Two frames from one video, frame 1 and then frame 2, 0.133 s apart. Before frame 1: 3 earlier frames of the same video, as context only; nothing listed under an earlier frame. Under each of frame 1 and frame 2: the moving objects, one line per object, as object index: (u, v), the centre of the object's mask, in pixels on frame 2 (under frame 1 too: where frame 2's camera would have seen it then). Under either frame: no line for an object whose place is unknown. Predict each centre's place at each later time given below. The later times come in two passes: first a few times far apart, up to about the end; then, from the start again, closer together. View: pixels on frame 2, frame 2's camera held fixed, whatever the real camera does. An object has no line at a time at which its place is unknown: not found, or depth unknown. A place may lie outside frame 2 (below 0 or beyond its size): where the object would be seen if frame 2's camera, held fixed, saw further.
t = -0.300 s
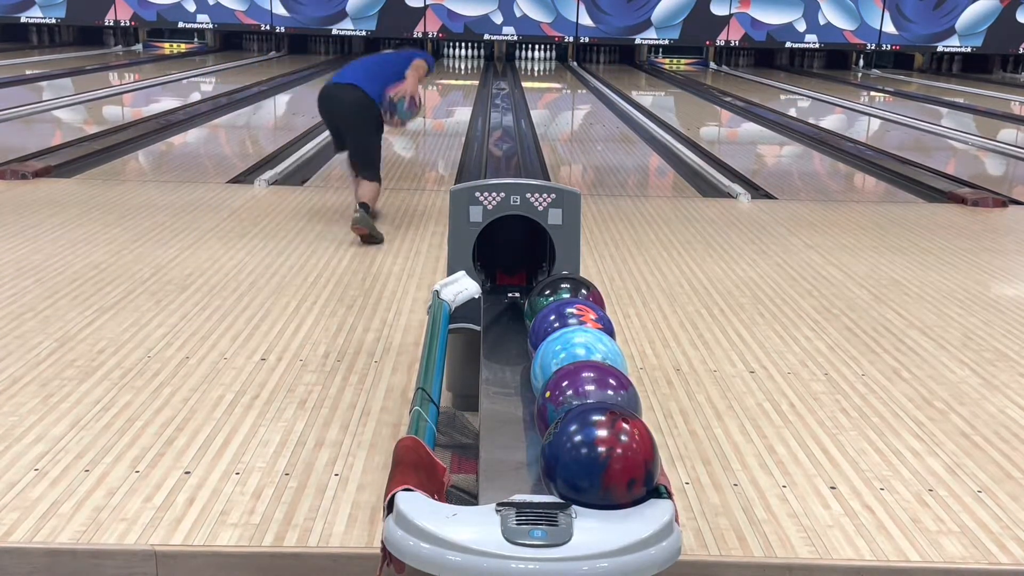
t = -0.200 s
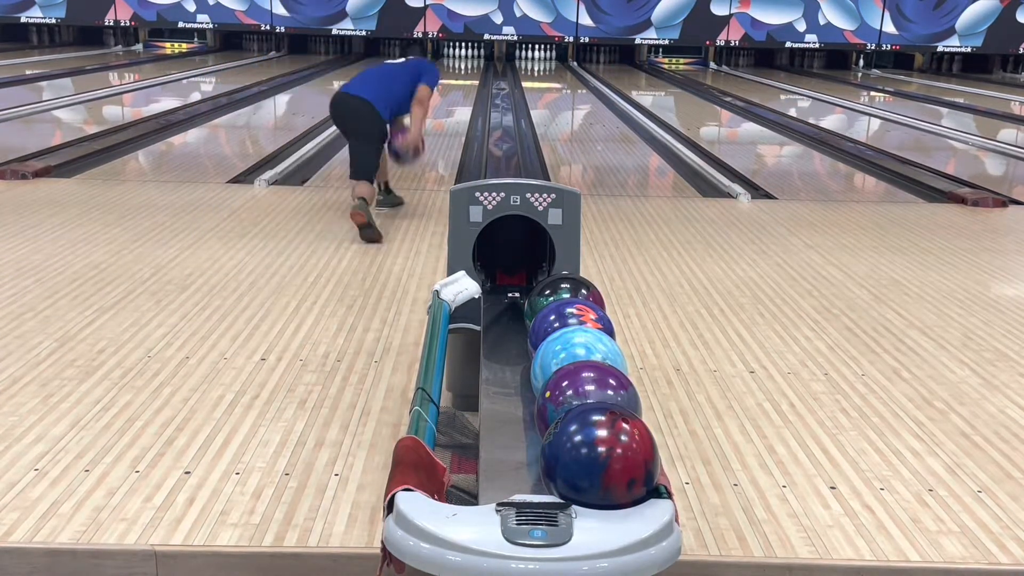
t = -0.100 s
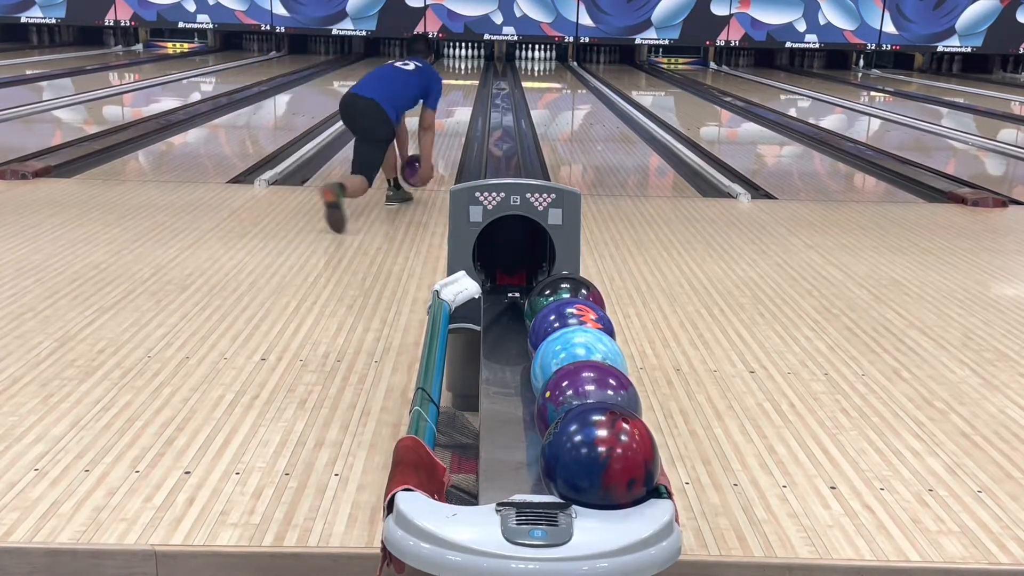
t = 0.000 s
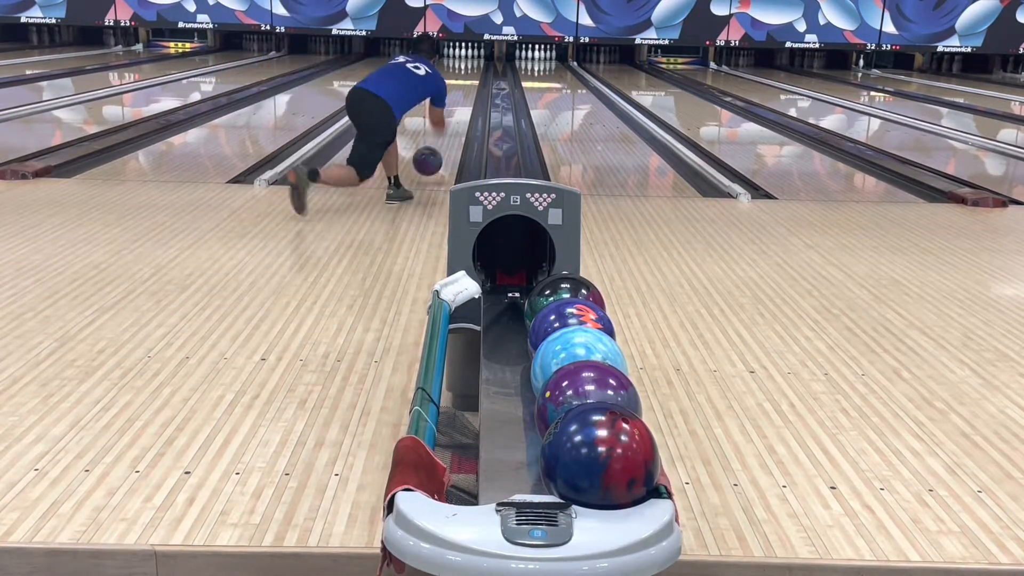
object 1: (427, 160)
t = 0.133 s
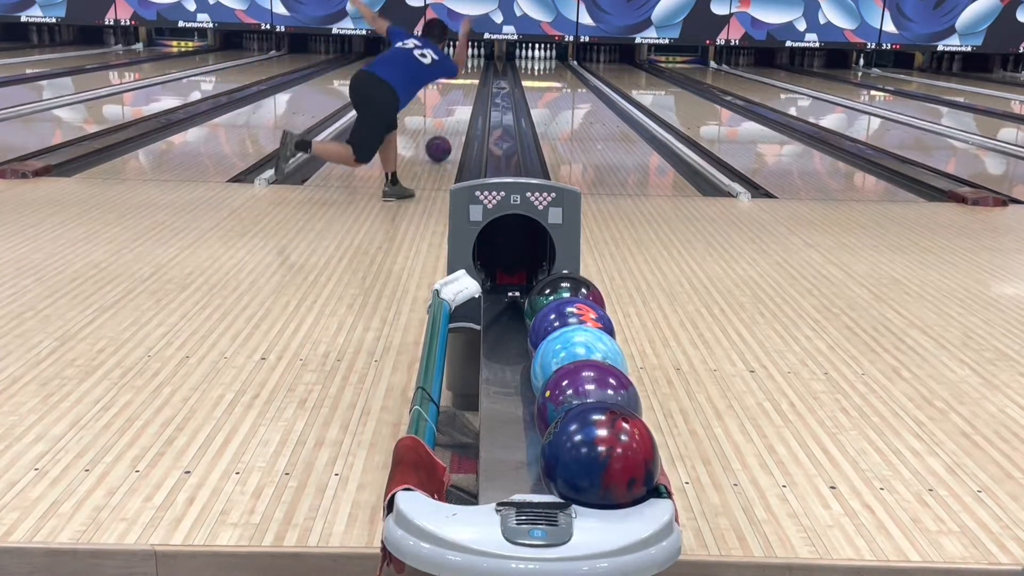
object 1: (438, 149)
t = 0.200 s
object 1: (443, 141)
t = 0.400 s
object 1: (453, 122)
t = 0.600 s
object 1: (461, 107)
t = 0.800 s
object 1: (466, 96)
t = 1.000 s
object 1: (470, 87)
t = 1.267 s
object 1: (474, 77)
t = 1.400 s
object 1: (476, 73)
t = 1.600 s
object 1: (477, 68)
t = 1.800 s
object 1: (477, 64)
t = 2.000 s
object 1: (475, 62)
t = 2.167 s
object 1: (472, 59)
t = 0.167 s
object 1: (440, 145)
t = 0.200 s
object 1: (443, 141)
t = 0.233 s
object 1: (445, 137)
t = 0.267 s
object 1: (447, 134)
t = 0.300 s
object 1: (449, 130)
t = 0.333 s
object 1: (450, 127)
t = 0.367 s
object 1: (452, 124)
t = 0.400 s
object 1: (453, 122)
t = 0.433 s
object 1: (454, 119)
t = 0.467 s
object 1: (456, 116)
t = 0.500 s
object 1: (457, 114)
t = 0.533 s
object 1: (458, 112)
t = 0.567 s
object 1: (460, 109)
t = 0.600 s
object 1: (461, 107)
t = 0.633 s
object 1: (462, 105)
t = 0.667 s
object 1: (463, 103)
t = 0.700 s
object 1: (464, 101)
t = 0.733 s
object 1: (465, 100)
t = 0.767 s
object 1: (466, 98)
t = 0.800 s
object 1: (466, 96)
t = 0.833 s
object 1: (467, 94)
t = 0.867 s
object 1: (468, 93)
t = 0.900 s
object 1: (468, 91)
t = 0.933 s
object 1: (469, 90)
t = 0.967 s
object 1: (470, 88)
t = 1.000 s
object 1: (470, 87)
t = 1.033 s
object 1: (471, 86)
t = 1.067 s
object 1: (471, 85)
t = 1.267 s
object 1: (474, 77)
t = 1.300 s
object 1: (474, 77)
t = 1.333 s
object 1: (475, 75)
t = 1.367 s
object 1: (475, 74)
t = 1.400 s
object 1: (476, 73)
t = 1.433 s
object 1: (476, 73)
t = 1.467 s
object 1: (476, 72)
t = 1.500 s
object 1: (476, 71)
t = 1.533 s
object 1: (476, 70)
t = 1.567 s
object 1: (477, 69)
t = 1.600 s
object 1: (477, 68)
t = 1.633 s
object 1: (477, 68)
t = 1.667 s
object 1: (477, 67)
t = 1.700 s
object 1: (477, 66)
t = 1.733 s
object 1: (477, 66)
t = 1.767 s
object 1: (477, 66)
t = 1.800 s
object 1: (477, 64)
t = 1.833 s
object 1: (477, 64)
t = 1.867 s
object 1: (477, 64)
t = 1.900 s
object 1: (476, 63)
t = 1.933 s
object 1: (476, 63)
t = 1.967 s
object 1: (476, 63)
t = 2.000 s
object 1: (475, 62)
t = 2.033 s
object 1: (474, 61)
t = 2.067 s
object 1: (474, 61)
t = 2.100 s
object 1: (474, 60)
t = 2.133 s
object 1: (473, 59)
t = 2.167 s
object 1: (472, 59)
